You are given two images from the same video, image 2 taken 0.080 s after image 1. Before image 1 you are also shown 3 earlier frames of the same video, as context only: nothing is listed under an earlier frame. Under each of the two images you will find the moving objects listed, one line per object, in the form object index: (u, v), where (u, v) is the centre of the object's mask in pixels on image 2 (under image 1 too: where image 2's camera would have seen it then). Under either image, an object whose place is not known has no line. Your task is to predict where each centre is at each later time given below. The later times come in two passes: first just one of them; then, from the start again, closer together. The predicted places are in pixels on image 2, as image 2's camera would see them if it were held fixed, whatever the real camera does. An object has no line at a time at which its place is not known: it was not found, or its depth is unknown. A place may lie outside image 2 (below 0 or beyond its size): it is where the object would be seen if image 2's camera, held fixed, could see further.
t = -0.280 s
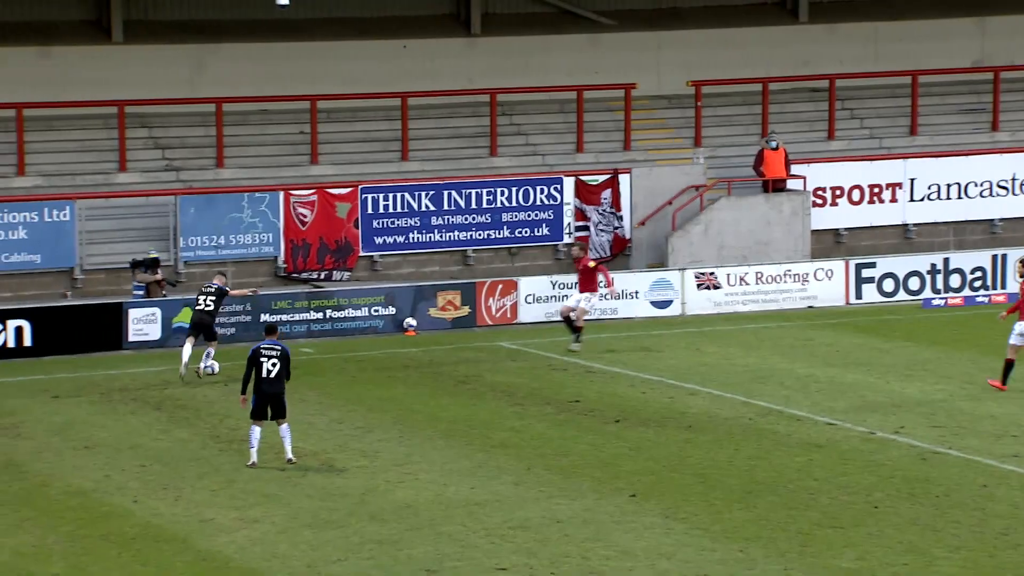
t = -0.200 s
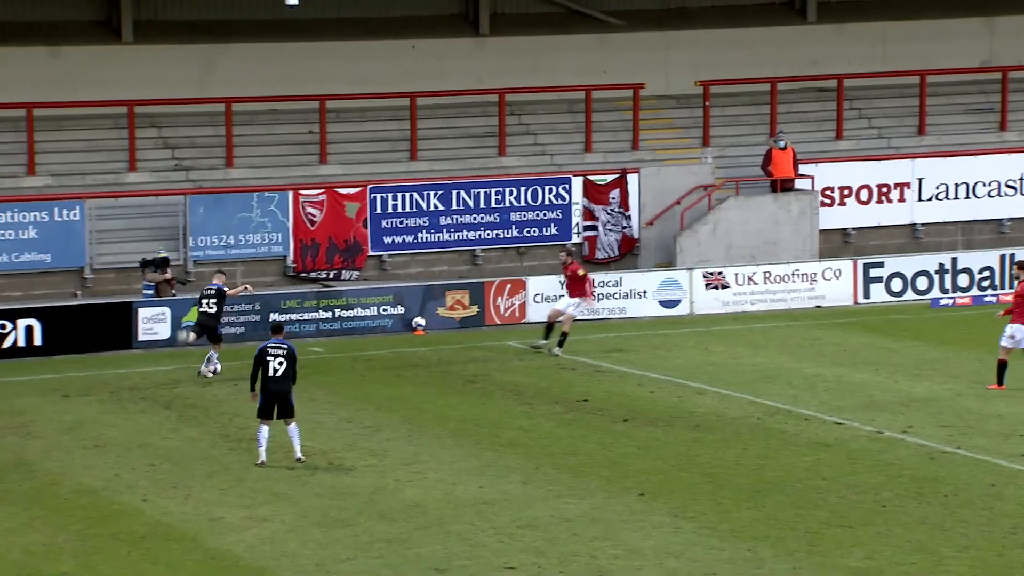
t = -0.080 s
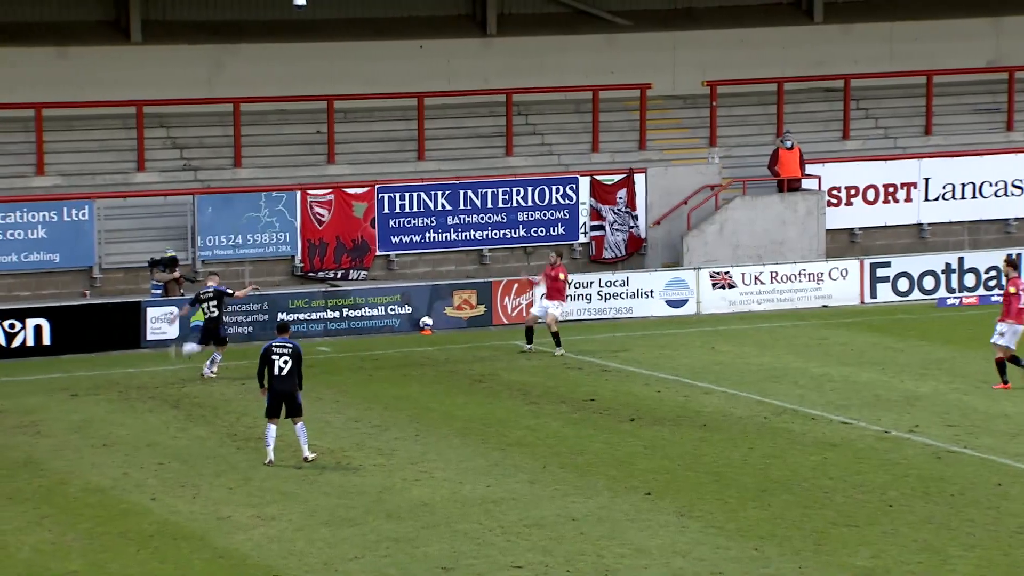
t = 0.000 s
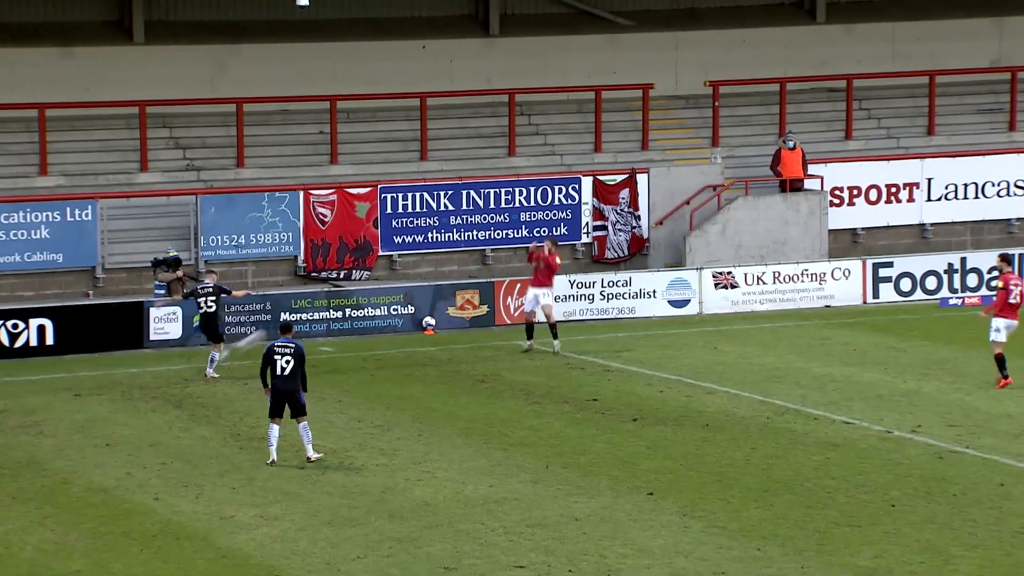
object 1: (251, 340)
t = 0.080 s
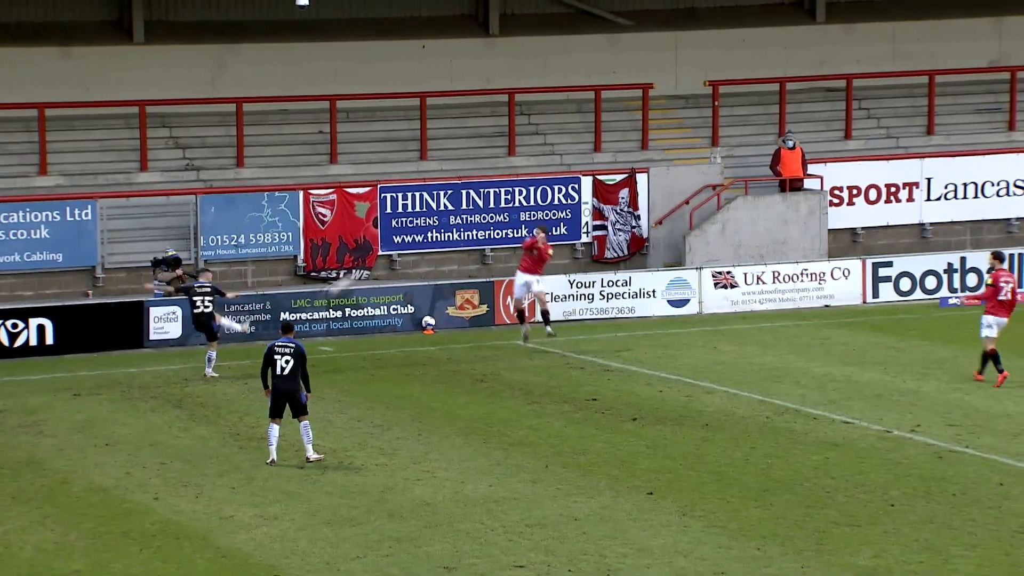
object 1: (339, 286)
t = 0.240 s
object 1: (508, 192)
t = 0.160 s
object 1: (426, 236)
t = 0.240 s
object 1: (508, 192)
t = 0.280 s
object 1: (547, 172)
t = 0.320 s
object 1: (586, 152)
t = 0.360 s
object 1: (624, 135)
